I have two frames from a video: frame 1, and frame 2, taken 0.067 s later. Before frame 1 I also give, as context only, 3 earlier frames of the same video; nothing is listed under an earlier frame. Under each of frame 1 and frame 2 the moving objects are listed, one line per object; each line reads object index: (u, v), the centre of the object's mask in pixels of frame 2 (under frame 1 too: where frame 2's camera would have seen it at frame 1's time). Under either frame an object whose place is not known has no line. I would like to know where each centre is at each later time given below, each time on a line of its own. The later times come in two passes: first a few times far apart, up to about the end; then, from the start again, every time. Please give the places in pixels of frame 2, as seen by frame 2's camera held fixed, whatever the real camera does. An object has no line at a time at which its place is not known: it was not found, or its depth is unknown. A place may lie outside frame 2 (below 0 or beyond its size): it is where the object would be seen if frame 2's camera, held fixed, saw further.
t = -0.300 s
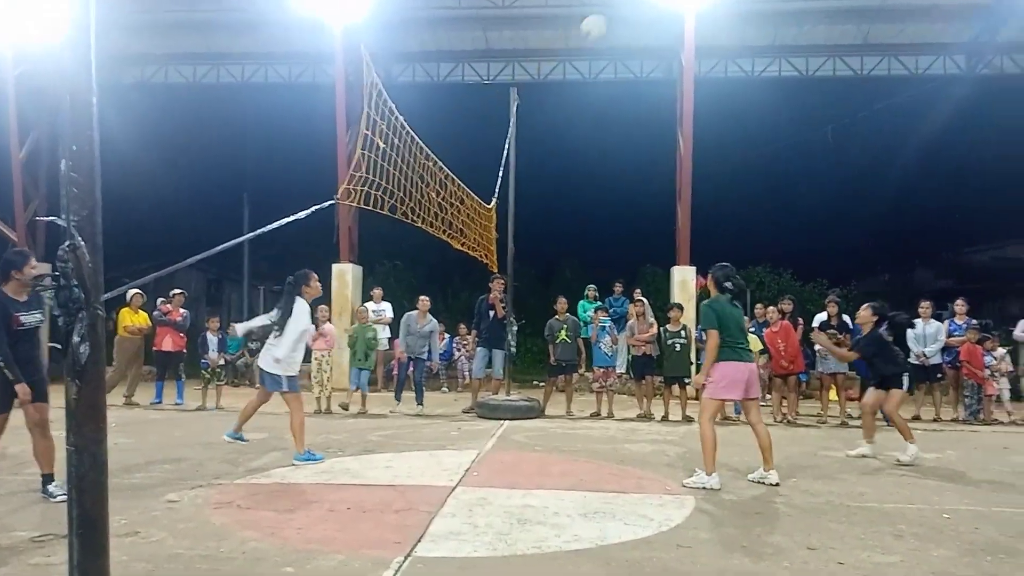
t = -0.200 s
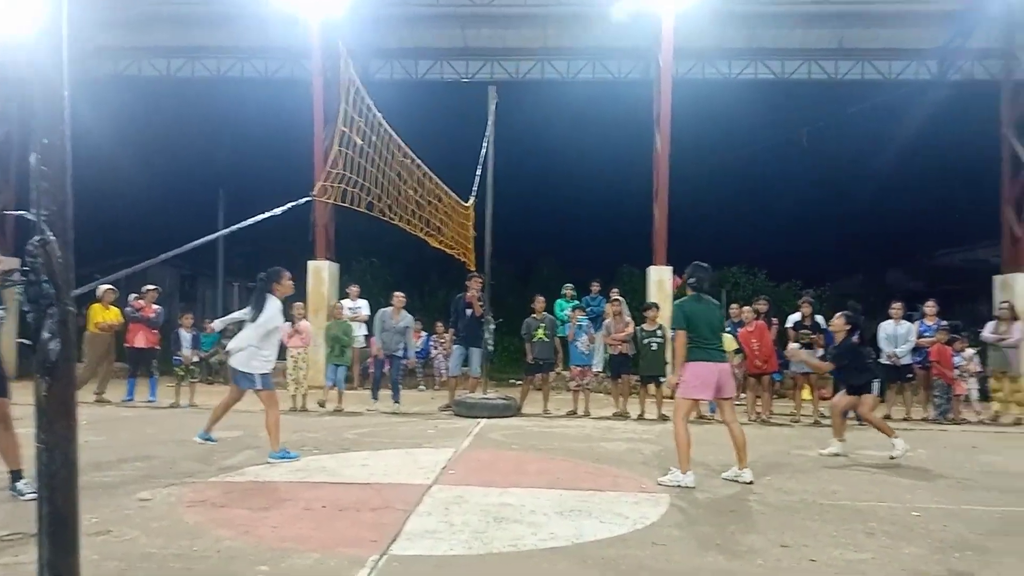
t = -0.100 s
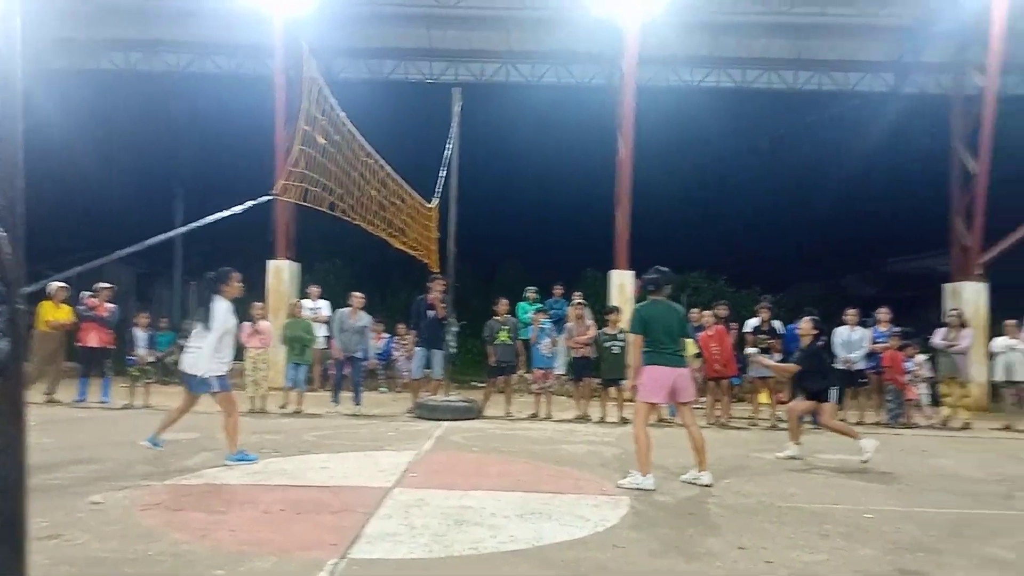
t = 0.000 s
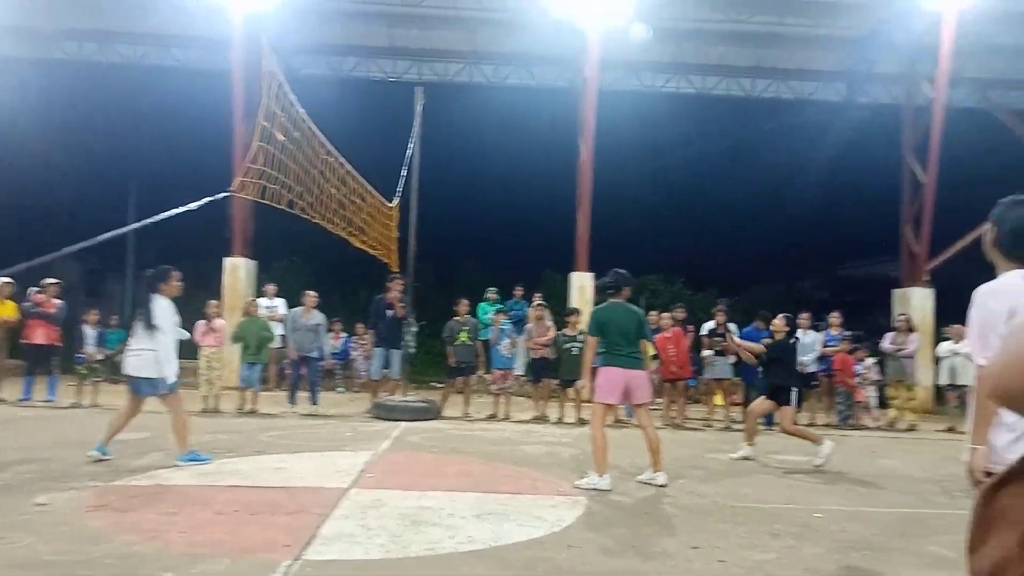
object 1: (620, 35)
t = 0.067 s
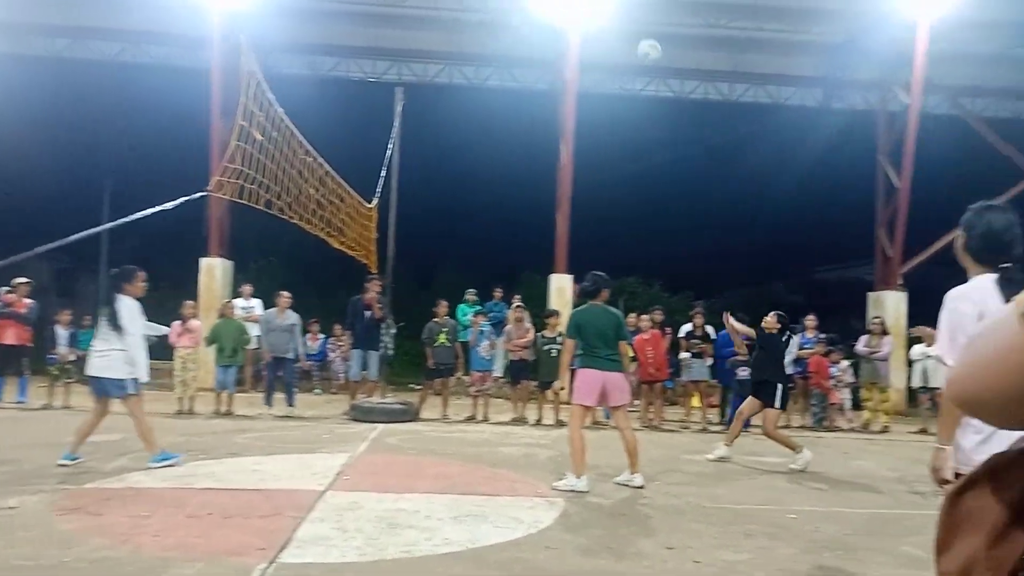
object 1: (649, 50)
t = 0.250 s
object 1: (723, 112)
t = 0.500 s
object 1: (815, 243)
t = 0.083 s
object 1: (656, 55)
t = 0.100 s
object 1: (663, 59)
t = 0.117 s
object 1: (669, 64)
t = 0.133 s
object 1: (676, 68)
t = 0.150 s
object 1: (683, 73)
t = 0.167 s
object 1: (690, 78)
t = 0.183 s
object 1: (696, 83)
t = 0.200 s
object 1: (703, 91)
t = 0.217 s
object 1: (709, 97)
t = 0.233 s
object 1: (716, 104)
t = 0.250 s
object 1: (723, 112)
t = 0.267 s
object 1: (729, 119)
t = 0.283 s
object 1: (735, 126)
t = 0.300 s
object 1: (742, 134)
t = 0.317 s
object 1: (748, 142)
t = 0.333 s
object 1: (754, 150)
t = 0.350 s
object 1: (760, 158)
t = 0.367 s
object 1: (766, 167)
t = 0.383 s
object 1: (772, 175)
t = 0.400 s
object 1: (778, 184)
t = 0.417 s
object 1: (784, 194)
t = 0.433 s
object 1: (790, 203)
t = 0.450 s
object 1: (796, 213)
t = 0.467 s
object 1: (802, 223)
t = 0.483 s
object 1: (809, 233)
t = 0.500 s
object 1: (815, 243)
